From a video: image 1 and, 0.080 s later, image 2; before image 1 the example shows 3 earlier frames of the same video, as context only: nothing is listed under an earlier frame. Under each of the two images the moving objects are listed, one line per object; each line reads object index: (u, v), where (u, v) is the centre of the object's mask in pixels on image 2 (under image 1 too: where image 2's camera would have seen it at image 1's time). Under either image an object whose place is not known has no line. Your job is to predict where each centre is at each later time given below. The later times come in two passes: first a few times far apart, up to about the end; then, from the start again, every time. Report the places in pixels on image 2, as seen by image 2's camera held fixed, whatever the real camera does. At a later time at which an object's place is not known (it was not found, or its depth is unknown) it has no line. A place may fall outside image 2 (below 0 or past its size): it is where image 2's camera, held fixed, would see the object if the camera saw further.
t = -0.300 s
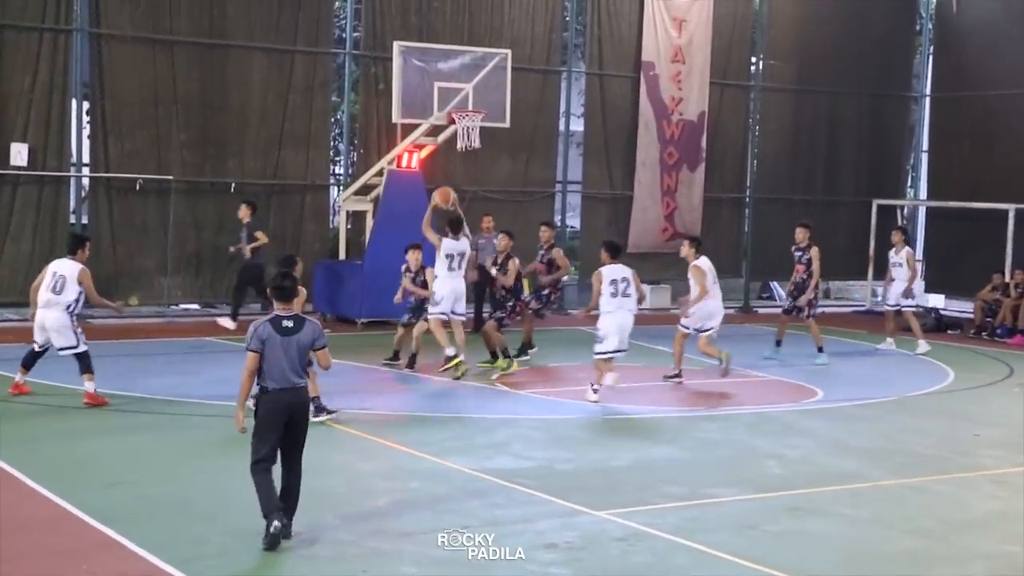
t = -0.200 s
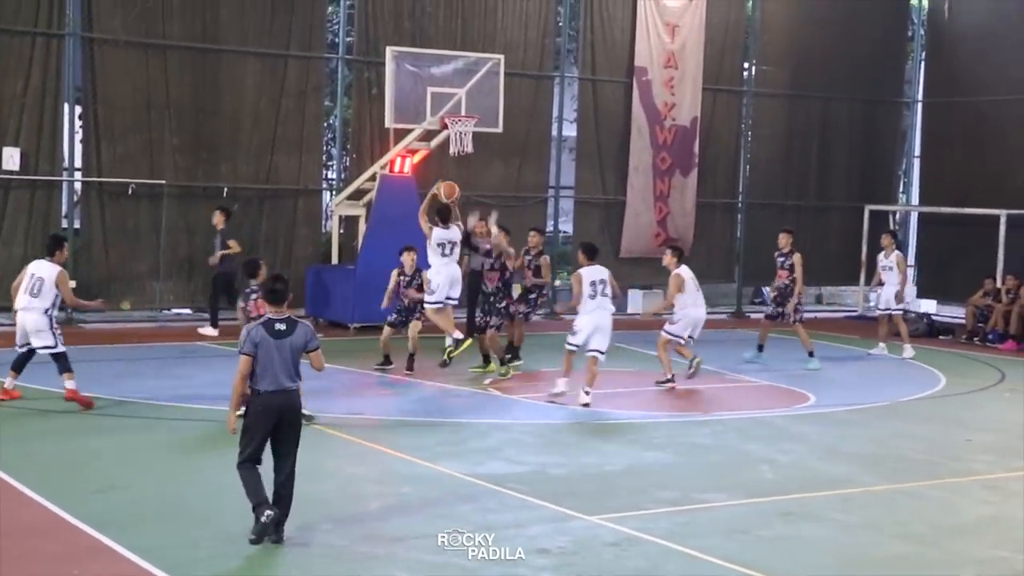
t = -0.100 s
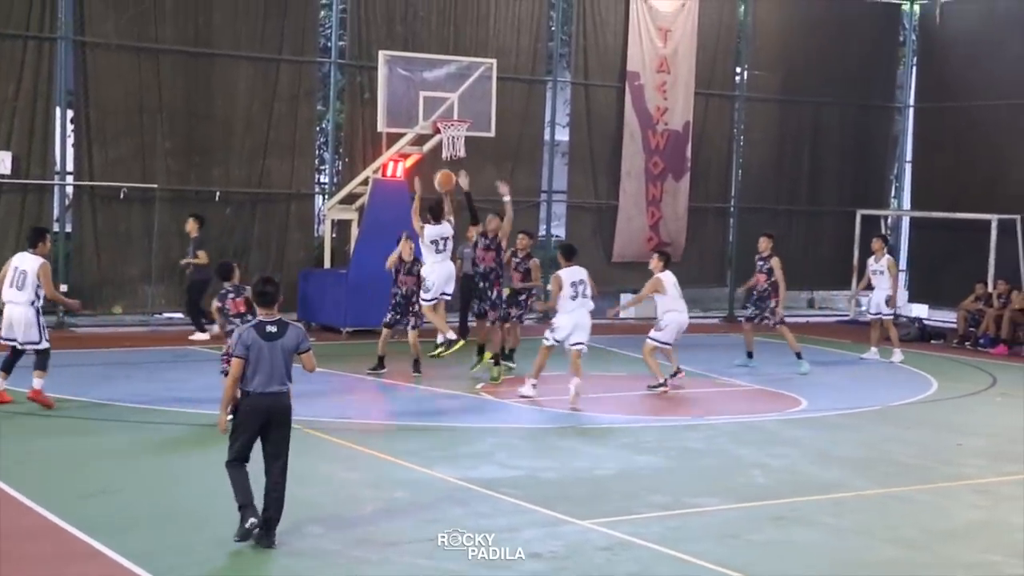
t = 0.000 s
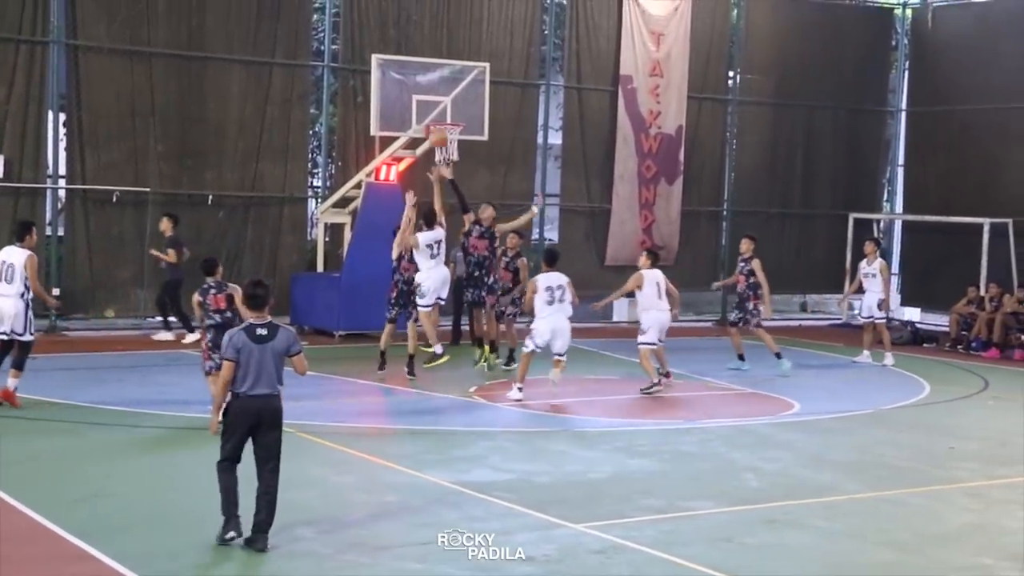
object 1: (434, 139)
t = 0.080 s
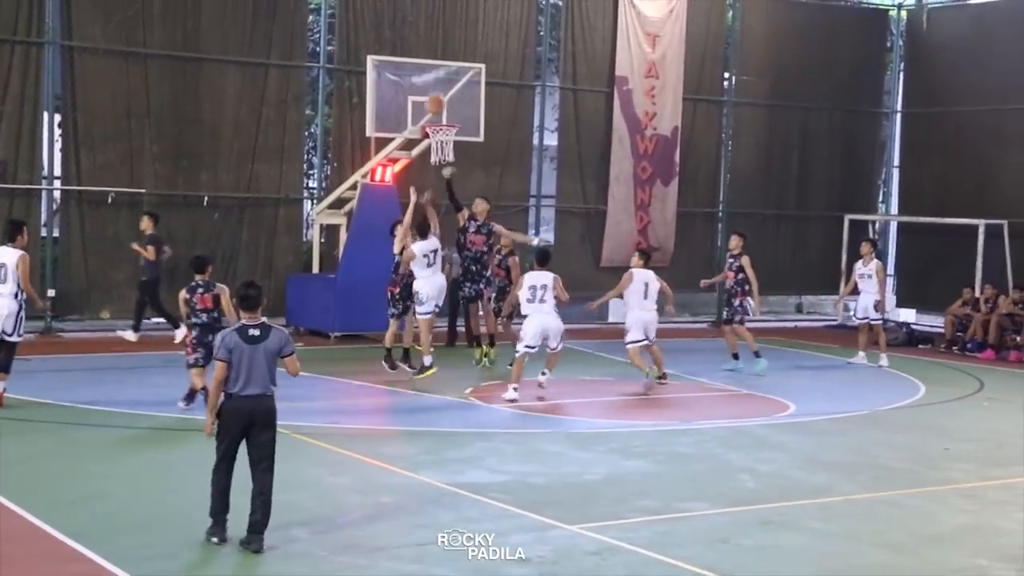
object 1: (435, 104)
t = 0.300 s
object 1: (437, 40)
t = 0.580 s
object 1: (436, 21)
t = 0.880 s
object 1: (434, 67)
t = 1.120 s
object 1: (470, 119)
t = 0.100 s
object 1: (435, 95)
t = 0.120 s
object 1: (435, 89)
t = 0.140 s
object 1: (435, 83)
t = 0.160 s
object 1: (435, 76)
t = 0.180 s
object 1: (436, 69)
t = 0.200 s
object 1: (436, 62)
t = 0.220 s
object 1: (436, 57)
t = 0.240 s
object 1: (436, 52)
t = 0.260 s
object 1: (437, 47)
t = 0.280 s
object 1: (436, 44)
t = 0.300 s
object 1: (437, 40)
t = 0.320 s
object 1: (436, 36)
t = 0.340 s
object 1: (436, 34)
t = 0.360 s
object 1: (436, 31)
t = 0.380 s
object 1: (436, 28)
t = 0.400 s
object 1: (436, 26)
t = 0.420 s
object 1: (437, 24)
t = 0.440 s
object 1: (436, 22)
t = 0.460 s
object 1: (436, 22)
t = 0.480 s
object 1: (436, 20)
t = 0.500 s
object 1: (436, 20)
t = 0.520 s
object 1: (436, 20)
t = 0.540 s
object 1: (436, 21)
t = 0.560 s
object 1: (436, 21)
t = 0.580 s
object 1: (436, 21)
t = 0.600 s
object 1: (436, 23)
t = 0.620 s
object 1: (436, 24)
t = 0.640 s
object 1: (436, 25)
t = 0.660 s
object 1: (435, 27)
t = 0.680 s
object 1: (435, 29)
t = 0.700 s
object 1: (435, 32)
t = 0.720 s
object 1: (435, 35)
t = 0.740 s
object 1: (435, 38)
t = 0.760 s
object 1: (435, 42)
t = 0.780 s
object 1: (434, 45)
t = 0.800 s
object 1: (434, 49)
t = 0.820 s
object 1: (434, 53)
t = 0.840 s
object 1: (434, 57)
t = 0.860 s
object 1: (434, 62)
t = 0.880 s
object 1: (434, 67)
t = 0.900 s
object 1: (432, 74)
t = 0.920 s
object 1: (434, 77)
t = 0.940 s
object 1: (438, 80)
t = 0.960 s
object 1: (442, 85)
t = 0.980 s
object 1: (444, 90)
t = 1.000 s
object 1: (448, 93)
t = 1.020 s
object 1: (452, 99)
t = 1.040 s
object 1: (455, 104)
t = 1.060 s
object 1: (459, 110)
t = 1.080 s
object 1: (462, 117)
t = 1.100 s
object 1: (465, 119)
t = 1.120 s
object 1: (470, 119)
